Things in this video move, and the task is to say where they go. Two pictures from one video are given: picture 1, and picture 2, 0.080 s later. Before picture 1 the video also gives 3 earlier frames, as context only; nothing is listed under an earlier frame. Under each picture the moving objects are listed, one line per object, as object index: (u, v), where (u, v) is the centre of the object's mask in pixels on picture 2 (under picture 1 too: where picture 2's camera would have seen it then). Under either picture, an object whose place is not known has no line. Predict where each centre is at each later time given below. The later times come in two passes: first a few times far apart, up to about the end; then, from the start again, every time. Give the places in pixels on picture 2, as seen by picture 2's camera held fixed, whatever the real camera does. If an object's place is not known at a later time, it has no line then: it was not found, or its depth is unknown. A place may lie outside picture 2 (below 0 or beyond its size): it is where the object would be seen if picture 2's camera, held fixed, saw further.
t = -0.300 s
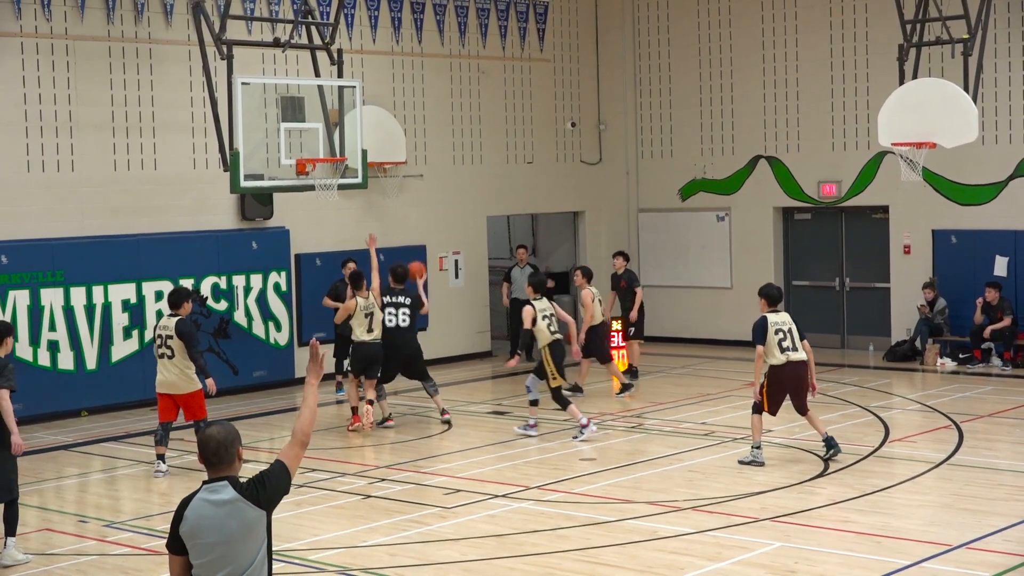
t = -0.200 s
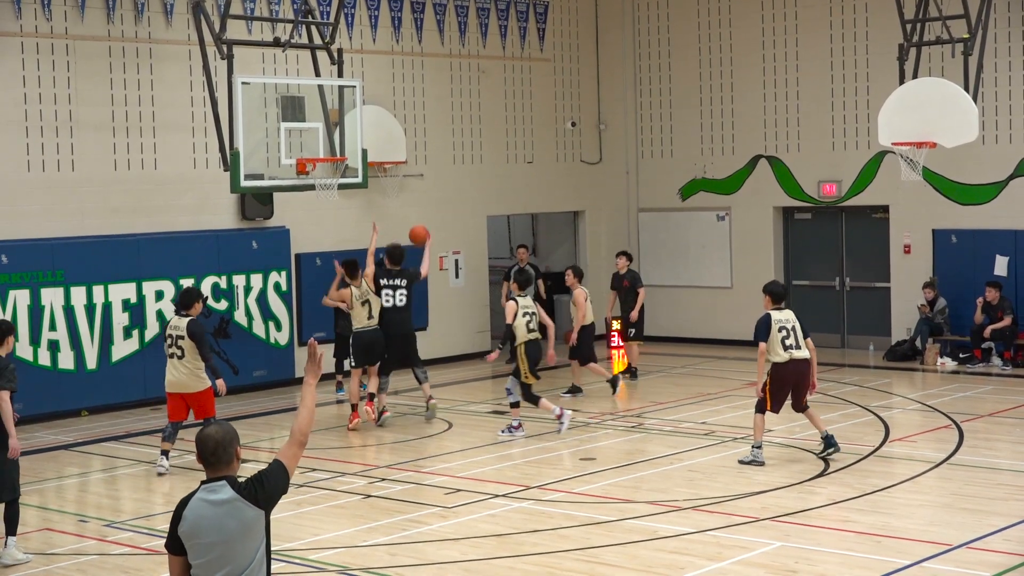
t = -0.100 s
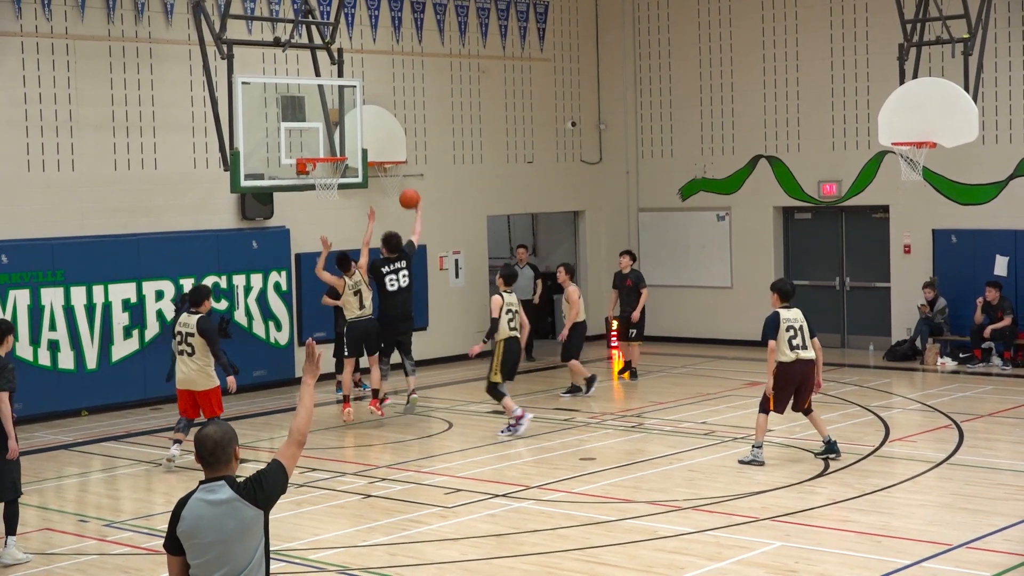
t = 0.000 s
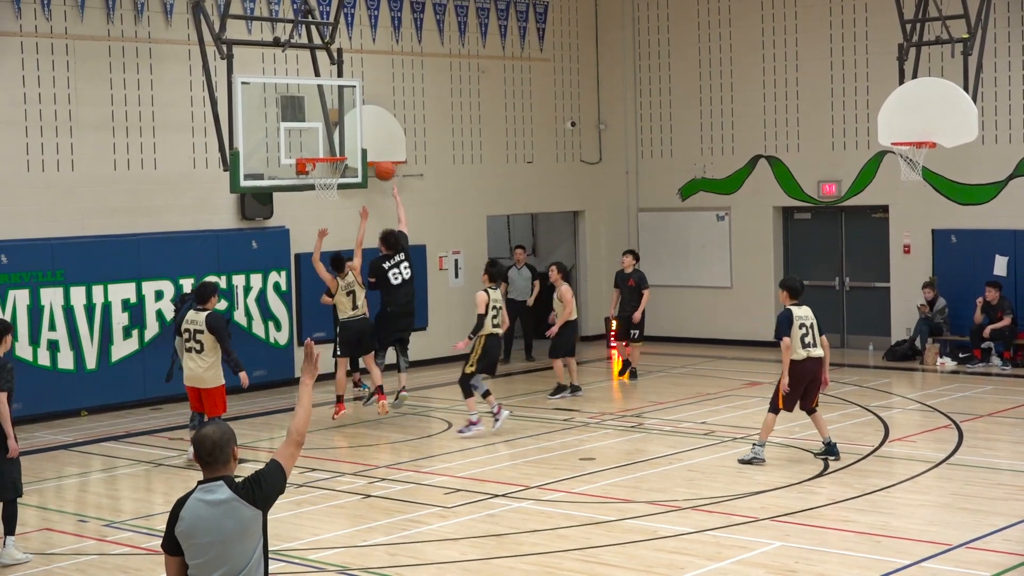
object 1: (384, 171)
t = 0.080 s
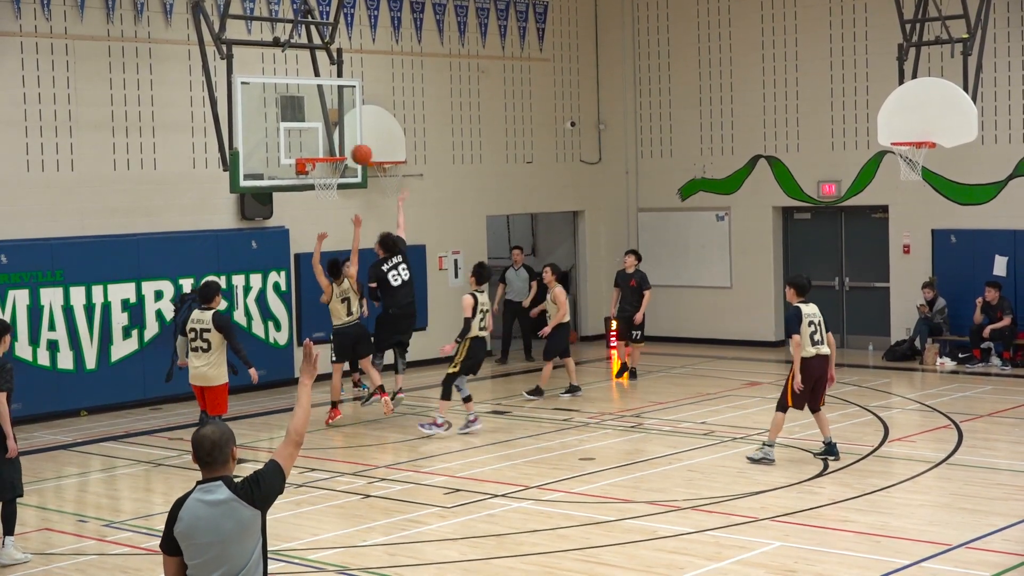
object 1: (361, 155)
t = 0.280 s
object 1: (331, 143)
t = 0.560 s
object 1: (320, 183)
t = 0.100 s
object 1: (356, 151)
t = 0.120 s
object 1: (350, 148)
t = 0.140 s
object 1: (345, 146)
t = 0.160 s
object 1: (339, 144)
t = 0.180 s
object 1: (333, 142)
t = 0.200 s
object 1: (331, 141)
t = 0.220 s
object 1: (331, 141)
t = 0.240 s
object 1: (331, 142)
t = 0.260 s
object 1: (331, 142)
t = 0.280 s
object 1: (331, 143)
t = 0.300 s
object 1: (331, 145)
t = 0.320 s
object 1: (331, 146)
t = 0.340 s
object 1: (332, 148)
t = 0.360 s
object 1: (332, 149)
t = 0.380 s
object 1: (332, 151)
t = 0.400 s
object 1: (331, 155)
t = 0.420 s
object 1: (333, 161)
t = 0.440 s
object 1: (331, 163)
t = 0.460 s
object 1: (330, 167)
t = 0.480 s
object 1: (327, 170)
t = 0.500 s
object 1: (325, 172)
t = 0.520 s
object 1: (324, 176)
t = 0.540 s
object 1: (322, 179)
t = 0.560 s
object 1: (320, 183)
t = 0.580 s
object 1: (319, 186)
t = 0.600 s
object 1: (318, 189)
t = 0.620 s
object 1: (317, 192)
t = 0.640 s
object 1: (316, 198)
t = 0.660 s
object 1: (315, 200)
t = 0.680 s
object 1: (314, 203)
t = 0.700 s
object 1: (313, 207)
